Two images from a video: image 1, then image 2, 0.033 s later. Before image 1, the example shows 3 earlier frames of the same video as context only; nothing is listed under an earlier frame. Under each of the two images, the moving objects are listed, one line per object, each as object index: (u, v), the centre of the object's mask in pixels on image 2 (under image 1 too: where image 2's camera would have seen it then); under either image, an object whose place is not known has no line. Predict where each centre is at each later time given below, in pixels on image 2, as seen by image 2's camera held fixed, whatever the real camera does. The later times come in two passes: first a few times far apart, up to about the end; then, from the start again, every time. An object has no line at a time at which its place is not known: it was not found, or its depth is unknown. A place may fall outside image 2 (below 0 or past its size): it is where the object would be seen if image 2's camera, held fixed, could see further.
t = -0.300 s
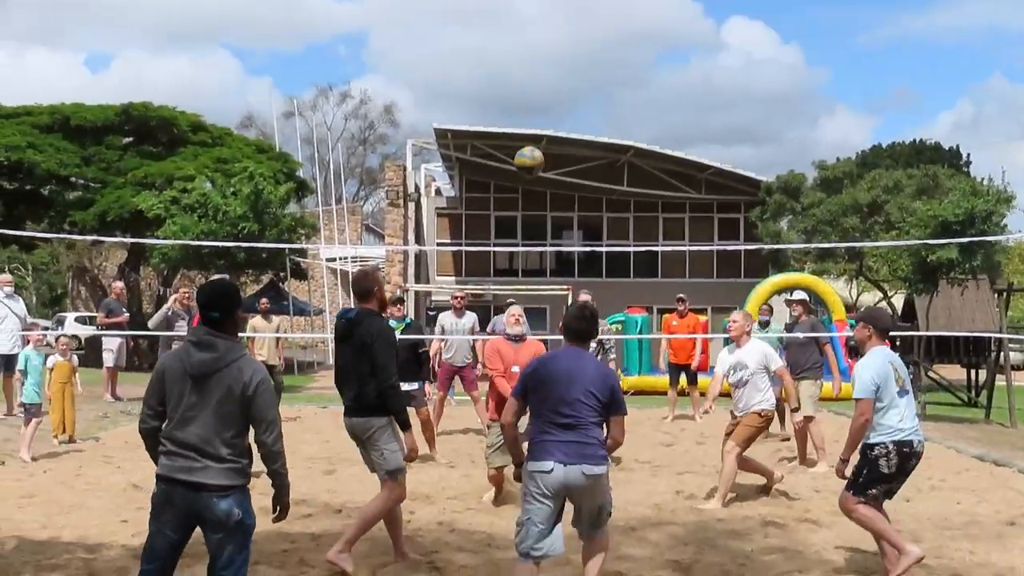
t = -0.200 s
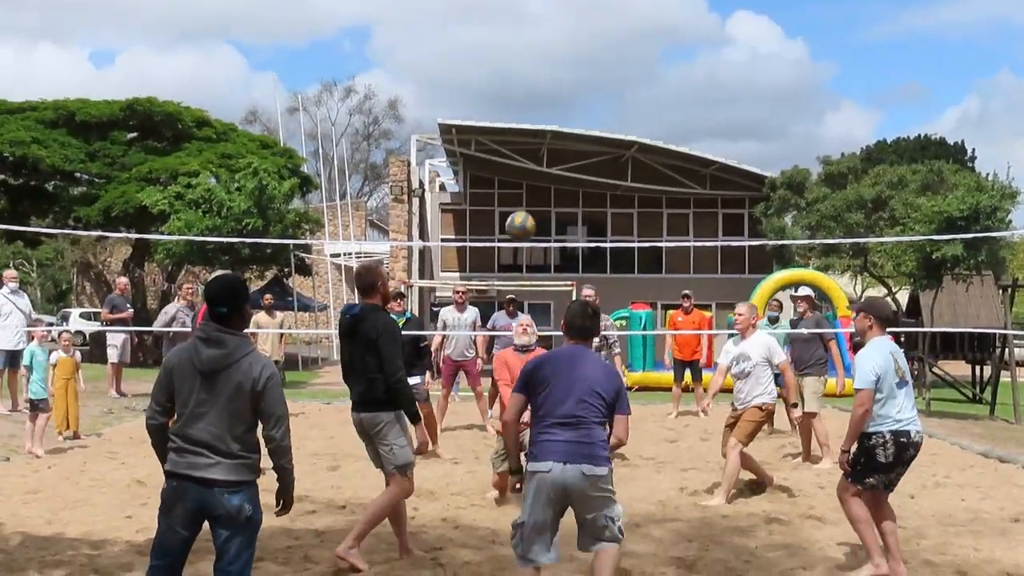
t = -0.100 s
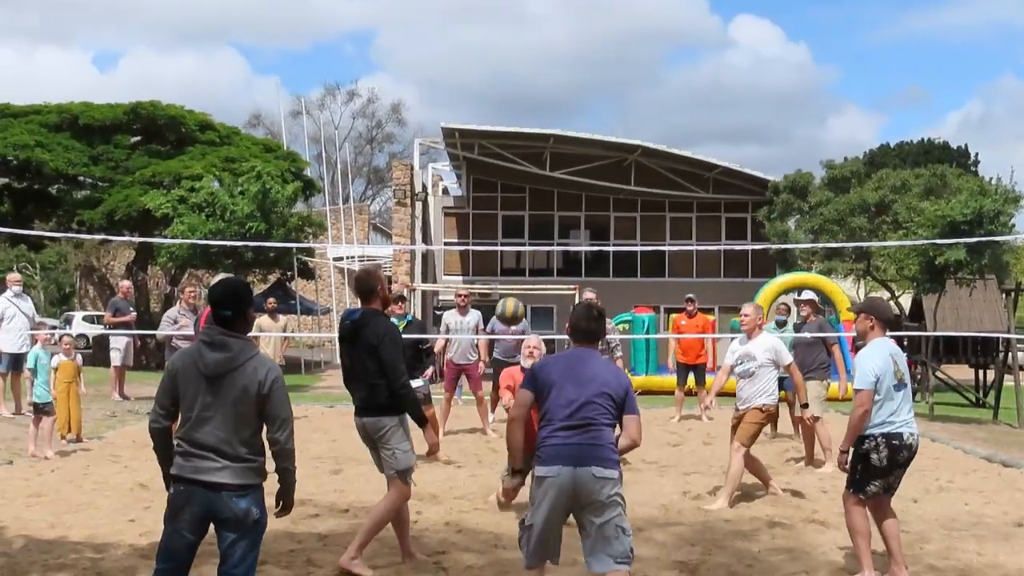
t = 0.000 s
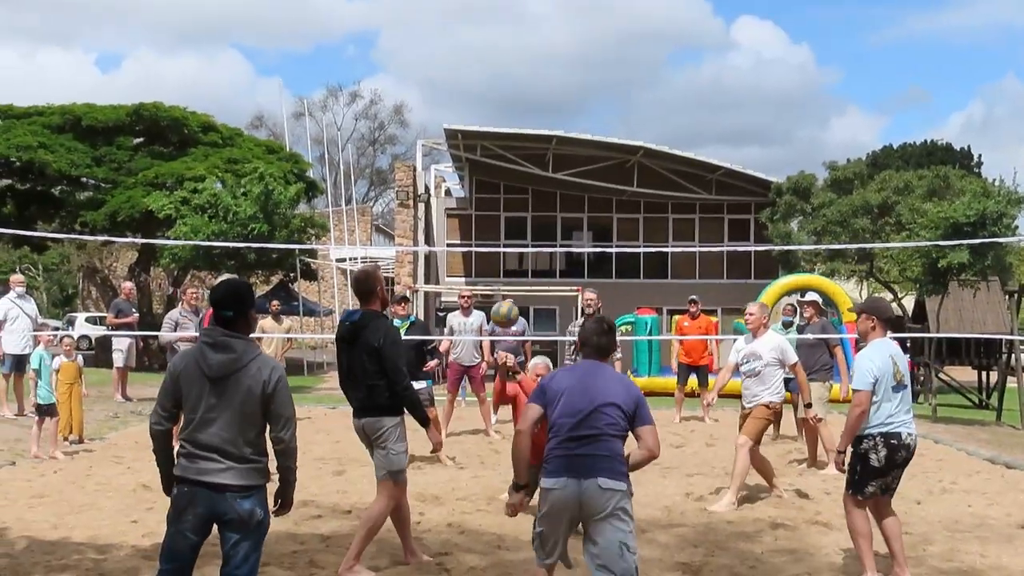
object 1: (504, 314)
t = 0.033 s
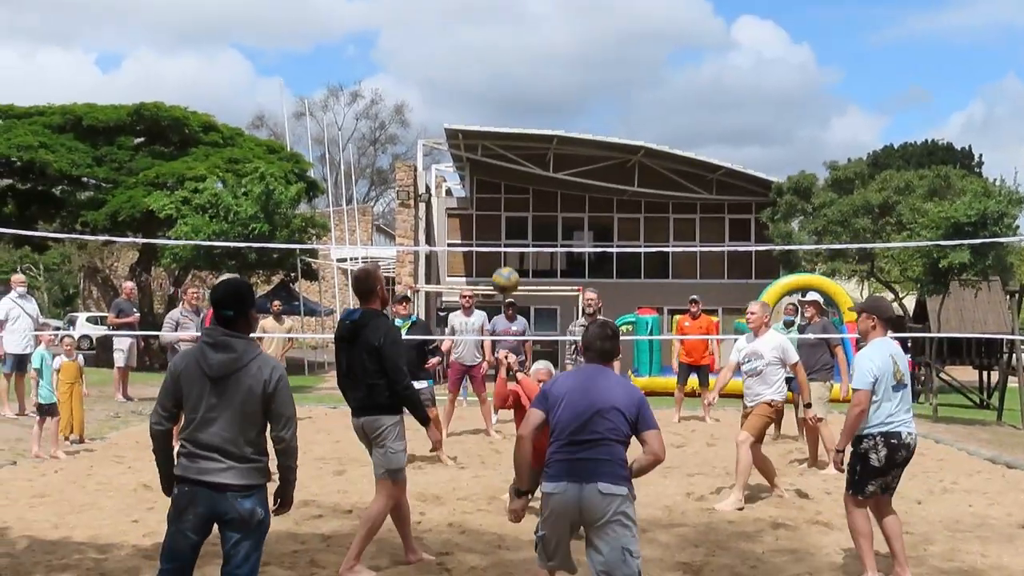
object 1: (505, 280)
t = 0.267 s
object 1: (504, 109)
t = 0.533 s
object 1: (499, 24)
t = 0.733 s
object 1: (495, 19)
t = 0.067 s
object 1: (505, 248)
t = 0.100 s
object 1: (506, 220)
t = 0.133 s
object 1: (505, 194)
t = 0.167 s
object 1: (504, 169)
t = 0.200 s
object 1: (504, 146)
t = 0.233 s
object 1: (504, 128)
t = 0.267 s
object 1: (504, 109)
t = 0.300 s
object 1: (504, 94)
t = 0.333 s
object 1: (502, 79)
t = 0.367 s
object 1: (503, 66)
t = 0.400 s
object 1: (502, 54)
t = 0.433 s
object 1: (501, 45)
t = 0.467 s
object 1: (500, 36)
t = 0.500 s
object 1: (500, 29)
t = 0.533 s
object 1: (499, 24)
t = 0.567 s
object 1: (498, 19)
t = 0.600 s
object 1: (497, 17)
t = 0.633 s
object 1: (497, 16)
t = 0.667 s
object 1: (496, 15)
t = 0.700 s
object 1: (495, 15)
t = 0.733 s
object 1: (495, 19)
